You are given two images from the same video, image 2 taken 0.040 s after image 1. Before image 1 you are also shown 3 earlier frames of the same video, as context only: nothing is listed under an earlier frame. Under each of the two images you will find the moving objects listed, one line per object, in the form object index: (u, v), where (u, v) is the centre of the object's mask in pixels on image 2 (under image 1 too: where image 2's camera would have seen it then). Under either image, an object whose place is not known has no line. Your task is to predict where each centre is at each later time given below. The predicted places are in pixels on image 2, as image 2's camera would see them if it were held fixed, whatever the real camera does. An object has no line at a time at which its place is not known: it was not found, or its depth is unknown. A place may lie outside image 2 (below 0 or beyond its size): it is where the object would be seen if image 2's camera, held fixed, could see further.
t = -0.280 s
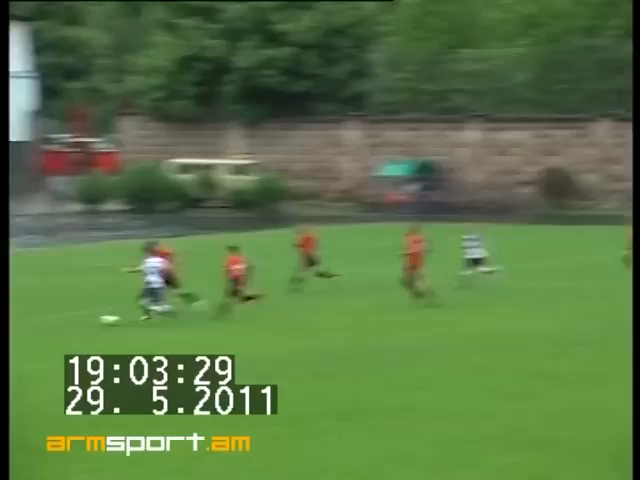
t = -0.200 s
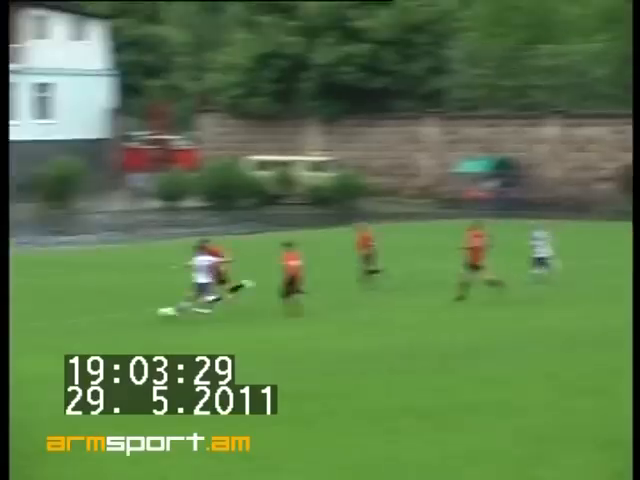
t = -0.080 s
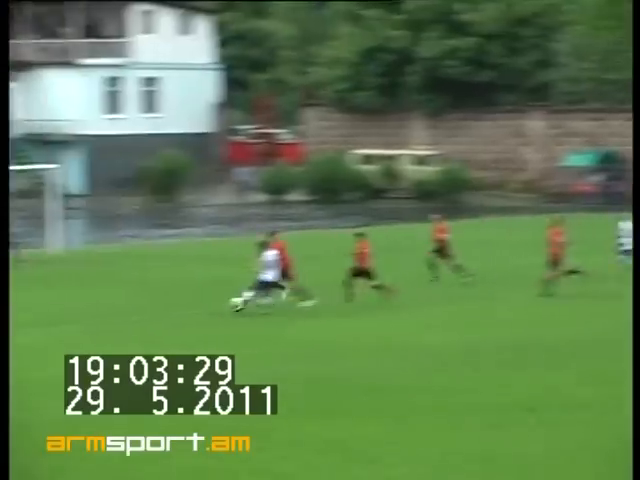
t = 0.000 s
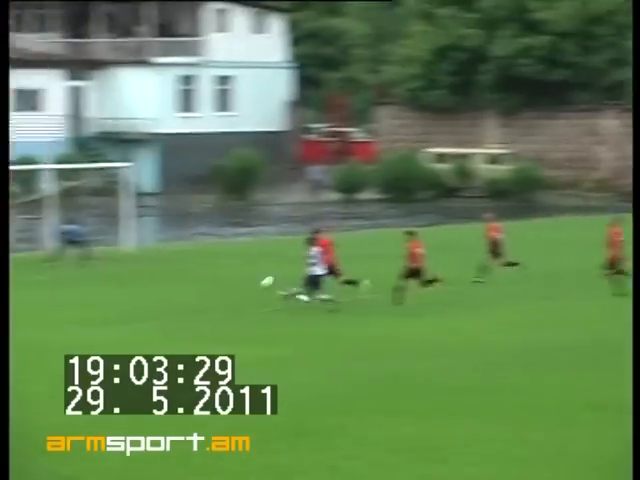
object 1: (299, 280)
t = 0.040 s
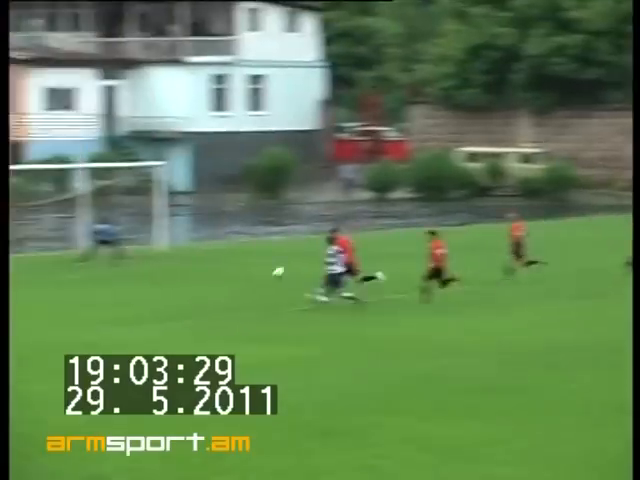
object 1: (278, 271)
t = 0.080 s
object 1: (259, 263)
